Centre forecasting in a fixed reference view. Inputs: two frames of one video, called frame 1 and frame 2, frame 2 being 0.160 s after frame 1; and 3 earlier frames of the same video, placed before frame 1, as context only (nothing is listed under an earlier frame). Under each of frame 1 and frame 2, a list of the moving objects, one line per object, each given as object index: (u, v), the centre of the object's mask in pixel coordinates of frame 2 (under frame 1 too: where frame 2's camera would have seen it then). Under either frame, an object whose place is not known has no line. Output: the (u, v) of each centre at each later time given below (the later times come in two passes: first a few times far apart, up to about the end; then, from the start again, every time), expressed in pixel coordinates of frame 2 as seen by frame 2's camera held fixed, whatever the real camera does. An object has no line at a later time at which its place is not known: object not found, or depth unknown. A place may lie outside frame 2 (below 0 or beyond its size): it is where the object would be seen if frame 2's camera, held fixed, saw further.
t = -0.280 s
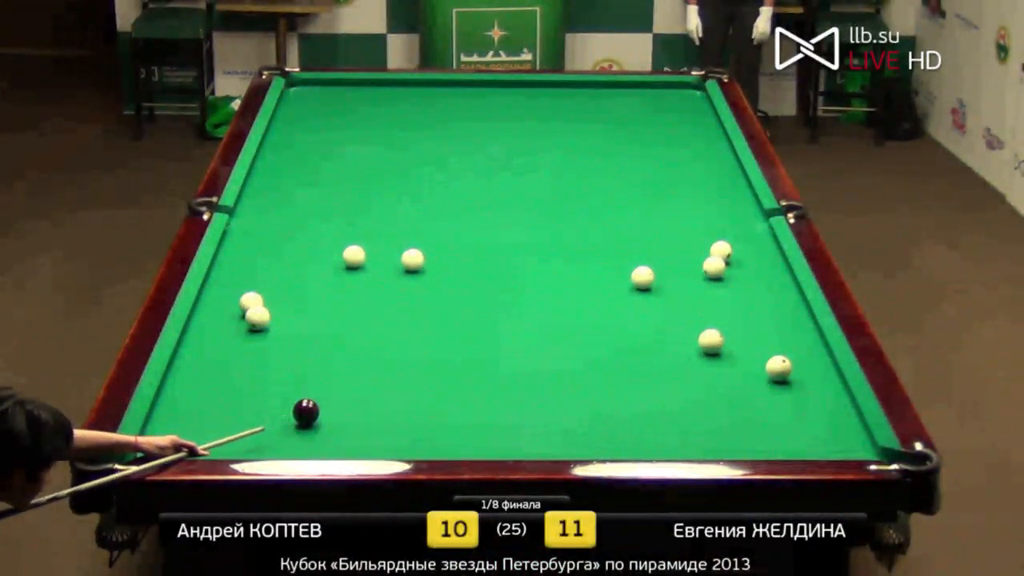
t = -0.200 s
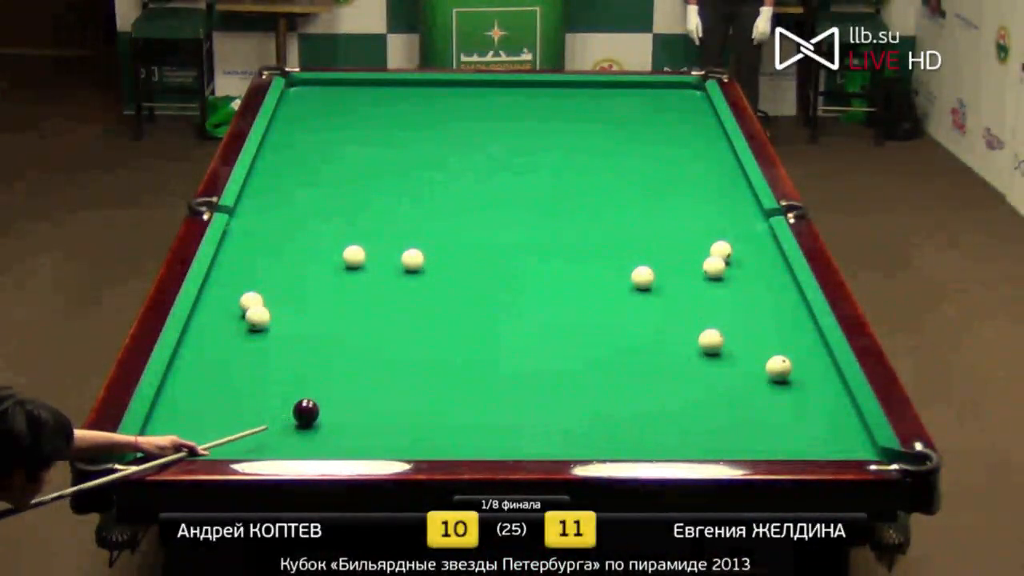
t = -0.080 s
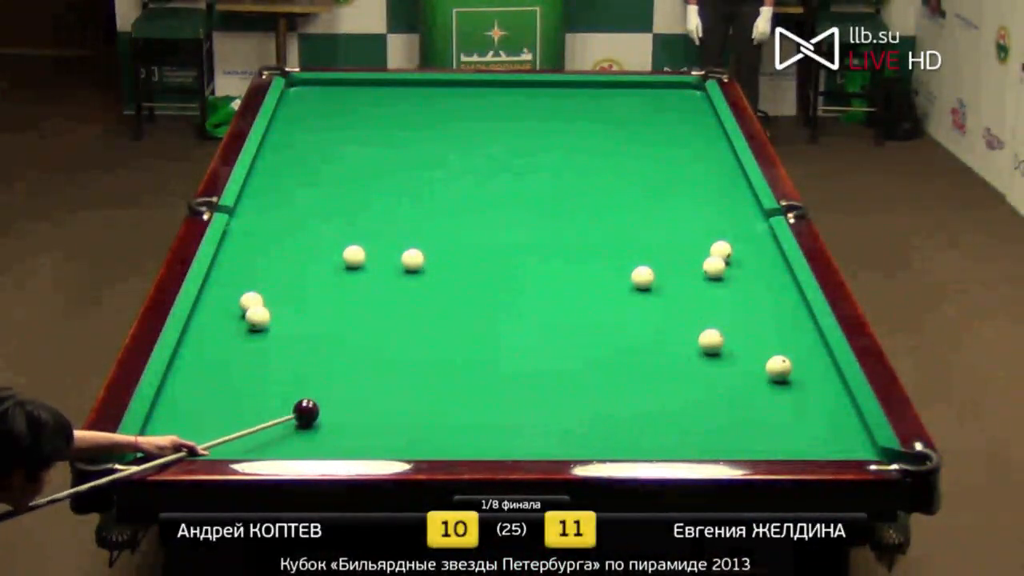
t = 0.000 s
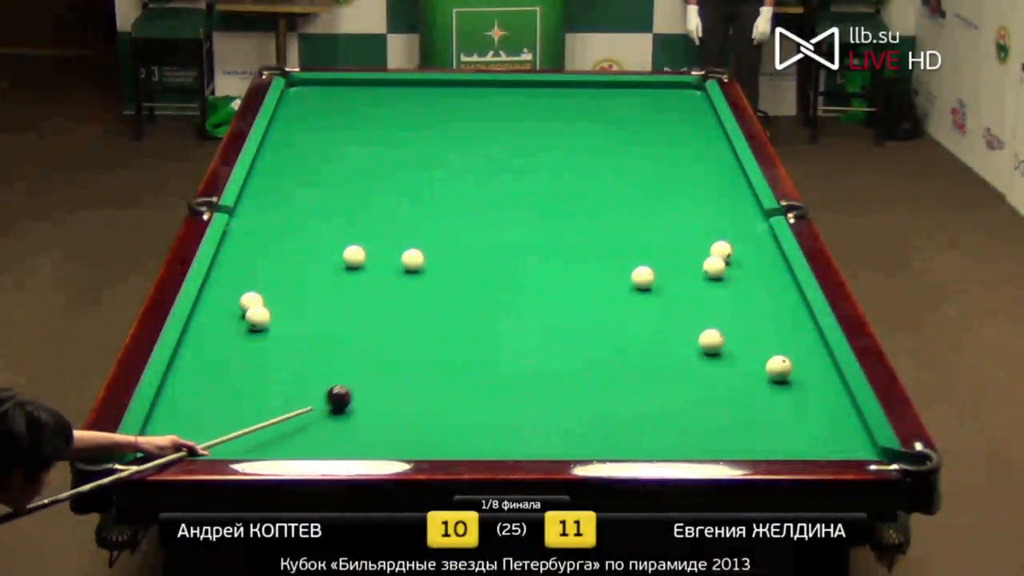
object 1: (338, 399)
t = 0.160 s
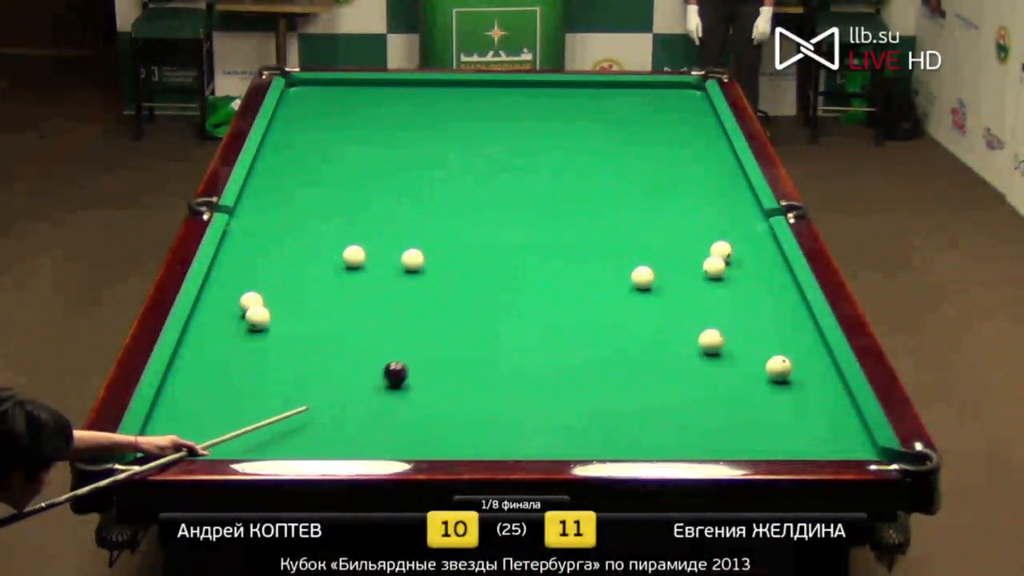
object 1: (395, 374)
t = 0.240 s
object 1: (420, 364)
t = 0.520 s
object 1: (499, 330)
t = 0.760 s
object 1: (561, 303)
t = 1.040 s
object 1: (619, 276)
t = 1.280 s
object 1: (627, 255)
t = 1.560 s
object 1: (636, 234)
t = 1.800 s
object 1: (643, 216)
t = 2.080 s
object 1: (650, 198)
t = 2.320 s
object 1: (657, 184)
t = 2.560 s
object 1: (662, 170)
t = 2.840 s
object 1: (668, 156)
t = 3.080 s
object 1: (673, 144)
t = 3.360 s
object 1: (678, 132)
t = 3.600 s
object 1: (681, 122)
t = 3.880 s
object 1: (685, 111)
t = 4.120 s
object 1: (688, 103)
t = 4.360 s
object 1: (690, 95)
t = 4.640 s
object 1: (693, 86)
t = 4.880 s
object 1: (694, 85)
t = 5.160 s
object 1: (684, 86)
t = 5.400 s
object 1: (676, 85)
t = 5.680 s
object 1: (668, 86)
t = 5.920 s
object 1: (662, 86)
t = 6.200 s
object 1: (656, 86)
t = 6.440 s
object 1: (651, 86)
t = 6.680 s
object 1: (648, 87)
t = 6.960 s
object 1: (644, 86)
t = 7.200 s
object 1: (642, 87)
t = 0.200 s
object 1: (407, 369)
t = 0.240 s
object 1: (420, 364)
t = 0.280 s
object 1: (432, 359)
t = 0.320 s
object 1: (443, 354)
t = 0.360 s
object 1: (455, 349)
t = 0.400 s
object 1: (466, 344)
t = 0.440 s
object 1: (477, 339)
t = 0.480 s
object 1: (489, 334)
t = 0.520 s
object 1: (499, 330)
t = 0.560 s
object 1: (510, 325)
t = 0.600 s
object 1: (521, 321)
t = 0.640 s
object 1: (536, 314)
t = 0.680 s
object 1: (541, 312)
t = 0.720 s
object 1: (551, 308)
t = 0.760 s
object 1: (561, 303)
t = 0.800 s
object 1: (571, 299)
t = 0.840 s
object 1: (581, 295)
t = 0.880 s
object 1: (590, 291)
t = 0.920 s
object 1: (599, 287)
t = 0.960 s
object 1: (608, 283)
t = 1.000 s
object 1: (617, 279)
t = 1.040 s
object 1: (619, 276)
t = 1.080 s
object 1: (620, 272)
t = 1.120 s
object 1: (621, 269)
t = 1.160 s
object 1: (623, 266)
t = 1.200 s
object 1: (624, 262)
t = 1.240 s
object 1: (625, 259)
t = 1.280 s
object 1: (627, 255)
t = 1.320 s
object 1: (628, 252)
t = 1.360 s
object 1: (629, 249)
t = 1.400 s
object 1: (631, 246)
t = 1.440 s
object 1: (632, 243)
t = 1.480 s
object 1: (633, 240)
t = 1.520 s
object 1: (635, 236)
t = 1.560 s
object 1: (636, 234)
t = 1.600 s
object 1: (637, 231)
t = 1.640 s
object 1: (638, 227)
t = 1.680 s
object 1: (639, 225)
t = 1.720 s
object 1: (641, 222)
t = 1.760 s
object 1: (642, 219)
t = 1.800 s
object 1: (643, 216)
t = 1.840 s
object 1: (644, 214)
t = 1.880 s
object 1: (645, 211)
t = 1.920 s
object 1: (646, 208)
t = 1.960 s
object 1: (647, 206)
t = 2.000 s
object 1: (648, 203)
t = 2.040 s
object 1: (650, 201)
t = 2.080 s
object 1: (650, 198)
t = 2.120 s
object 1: (652, 196)
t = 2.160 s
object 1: (653, 193)
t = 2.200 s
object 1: (654, 191)
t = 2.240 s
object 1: (654, 188)
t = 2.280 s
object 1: (656, 186)
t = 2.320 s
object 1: (657, 184)
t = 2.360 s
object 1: (658, 181)
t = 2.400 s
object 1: (659, 179)
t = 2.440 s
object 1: (660, 177)
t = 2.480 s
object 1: (660, 175)
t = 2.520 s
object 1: (661, 172)
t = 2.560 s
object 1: (662, 170)
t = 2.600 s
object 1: (663, 168)
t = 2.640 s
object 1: (664, 166)
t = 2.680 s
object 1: (665, 164)
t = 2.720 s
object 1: (666, 162)
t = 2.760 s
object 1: (667, 160)
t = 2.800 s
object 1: (667, 158)
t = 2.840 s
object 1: (668, 156)
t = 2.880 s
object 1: (669, 154)
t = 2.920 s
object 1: (670, 152)
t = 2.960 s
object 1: (671, 150)
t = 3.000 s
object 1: (671, 148)
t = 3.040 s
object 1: (672, 146)
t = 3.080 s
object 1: (673, 144)
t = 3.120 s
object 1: (674, 143)
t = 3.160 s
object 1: (674, 141)
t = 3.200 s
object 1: (675, 139)
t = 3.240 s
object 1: (676, 137)
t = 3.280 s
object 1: (676, 135)
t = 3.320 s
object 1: (677, 134)
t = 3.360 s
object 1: (678, 132)
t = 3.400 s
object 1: (678, 131)
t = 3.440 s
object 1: (679, 128)
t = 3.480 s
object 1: (680, 127)
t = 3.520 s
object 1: (680, 125)
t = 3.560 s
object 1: (681, 124)
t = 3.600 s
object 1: (681, 122)
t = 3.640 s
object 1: (682, 121)
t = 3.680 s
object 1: (683, 119)
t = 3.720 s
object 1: (683, 117)
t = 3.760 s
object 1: (683, 116)
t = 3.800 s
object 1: (684, 114)
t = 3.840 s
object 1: (685, 113)
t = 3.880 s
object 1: (685, 111)
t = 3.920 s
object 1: (686, 110)
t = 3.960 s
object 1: (686, 109)
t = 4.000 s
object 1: (686, 107)
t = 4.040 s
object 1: (687, 106)
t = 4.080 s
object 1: (688, 104)
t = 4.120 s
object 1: (688, 103)
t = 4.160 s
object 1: (688, 102)
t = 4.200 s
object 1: (689, 100)
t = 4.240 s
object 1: (689, 99)
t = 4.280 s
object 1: (689, 98)
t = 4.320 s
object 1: (690, 96)
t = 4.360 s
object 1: (690, 95)
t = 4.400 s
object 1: (690, 94)
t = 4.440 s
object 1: (691, 93)
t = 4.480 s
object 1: (691, 92)
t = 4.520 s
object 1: (692, 91)
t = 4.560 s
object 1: (692, 89)
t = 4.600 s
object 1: (692, 88)
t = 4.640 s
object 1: (693, 86)
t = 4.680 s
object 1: (693, 85)
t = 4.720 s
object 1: (694, 85)
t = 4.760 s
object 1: (696, 85)
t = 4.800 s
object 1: (696, 85)
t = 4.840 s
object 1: (695, 85)
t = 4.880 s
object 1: (694, 85)
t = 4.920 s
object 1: (691, 85)
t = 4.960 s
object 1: (690, 85)
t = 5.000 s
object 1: (689, 86)
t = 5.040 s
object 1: (688, 85)
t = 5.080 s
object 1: (687, 86)
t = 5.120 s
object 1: (685, 86)
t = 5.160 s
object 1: (684, 86)
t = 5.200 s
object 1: (682, 86)
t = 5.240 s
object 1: (681, 86)
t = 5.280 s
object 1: (679, 86)
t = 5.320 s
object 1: (678, 86)
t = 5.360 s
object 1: (677, 86)
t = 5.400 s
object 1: (676, 85)
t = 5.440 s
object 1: (674, 86)
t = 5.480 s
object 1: (673, 86)
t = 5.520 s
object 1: (672, 86)
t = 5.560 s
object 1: (671, 86)
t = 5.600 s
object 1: (670, 86)
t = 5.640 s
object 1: (669, 86)
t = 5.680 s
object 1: (668, 86)
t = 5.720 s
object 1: (667, 86)
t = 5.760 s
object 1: (666, 86)
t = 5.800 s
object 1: (665, 86)
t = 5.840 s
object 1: (664, 86)
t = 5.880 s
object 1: (663, 86)
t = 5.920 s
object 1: (662, 86)
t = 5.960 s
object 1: (661, 86)
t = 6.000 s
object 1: (660, 86)
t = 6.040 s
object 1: (659, 86)
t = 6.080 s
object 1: (659, 87)
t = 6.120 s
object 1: (658, 86)
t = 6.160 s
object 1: (657, 86)
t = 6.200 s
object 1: (656, 86)
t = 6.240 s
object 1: (655, 86)
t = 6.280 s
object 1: (655, 86)
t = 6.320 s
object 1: (654, 86)
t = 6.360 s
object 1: (653, 86)
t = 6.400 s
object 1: (652, 86)
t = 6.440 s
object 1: (651, 86)
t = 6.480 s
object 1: (651, 87)
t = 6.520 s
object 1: (650, 87)
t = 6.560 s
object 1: (650, 86)
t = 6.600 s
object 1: (649, 87)
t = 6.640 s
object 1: (648, 86)
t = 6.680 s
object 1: (648, 87)
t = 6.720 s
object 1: (647, 86)
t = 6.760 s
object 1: (646, 87)
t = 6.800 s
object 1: (646, 86)
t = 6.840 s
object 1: (645, 86)
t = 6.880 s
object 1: (645, 86)
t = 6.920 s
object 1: (645, 86)
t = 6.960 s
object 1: (644, 86)
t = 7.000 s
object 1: (644, 86)
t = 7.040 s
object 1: (643, 86)
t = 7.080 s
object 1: (643, 86)
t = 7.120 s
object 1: (643, 86)
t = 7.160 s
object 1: (642, 86)
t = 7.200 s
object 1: (642, 87)
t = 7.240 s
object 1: (642, 87)
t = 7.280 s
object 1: (641, 87)
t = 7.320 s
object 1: (641, 87)
